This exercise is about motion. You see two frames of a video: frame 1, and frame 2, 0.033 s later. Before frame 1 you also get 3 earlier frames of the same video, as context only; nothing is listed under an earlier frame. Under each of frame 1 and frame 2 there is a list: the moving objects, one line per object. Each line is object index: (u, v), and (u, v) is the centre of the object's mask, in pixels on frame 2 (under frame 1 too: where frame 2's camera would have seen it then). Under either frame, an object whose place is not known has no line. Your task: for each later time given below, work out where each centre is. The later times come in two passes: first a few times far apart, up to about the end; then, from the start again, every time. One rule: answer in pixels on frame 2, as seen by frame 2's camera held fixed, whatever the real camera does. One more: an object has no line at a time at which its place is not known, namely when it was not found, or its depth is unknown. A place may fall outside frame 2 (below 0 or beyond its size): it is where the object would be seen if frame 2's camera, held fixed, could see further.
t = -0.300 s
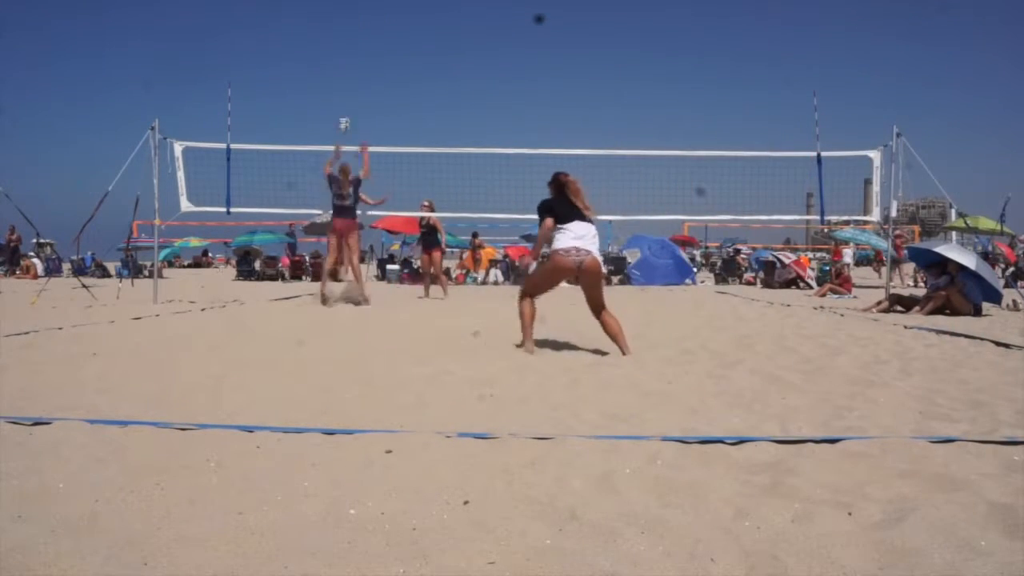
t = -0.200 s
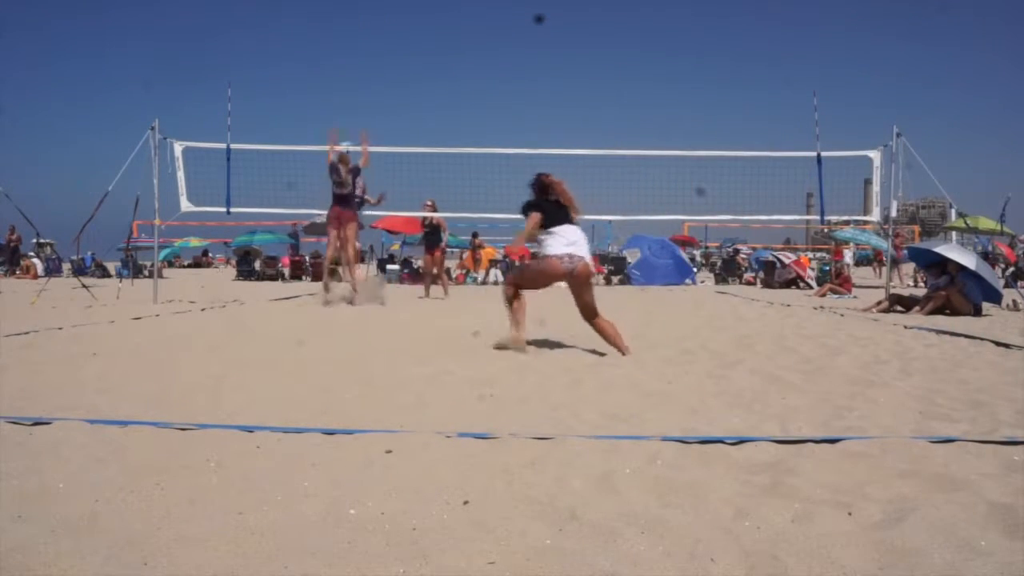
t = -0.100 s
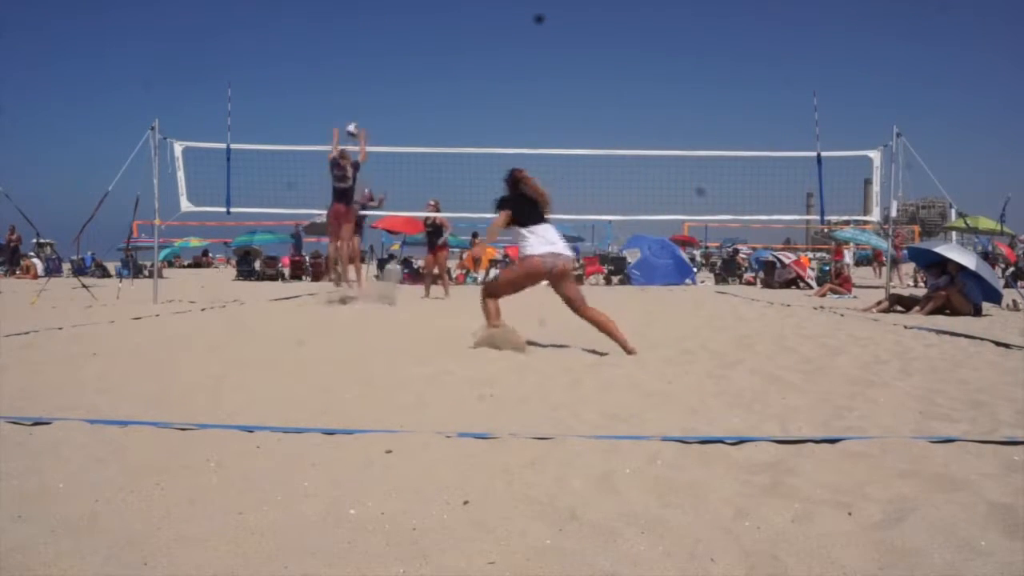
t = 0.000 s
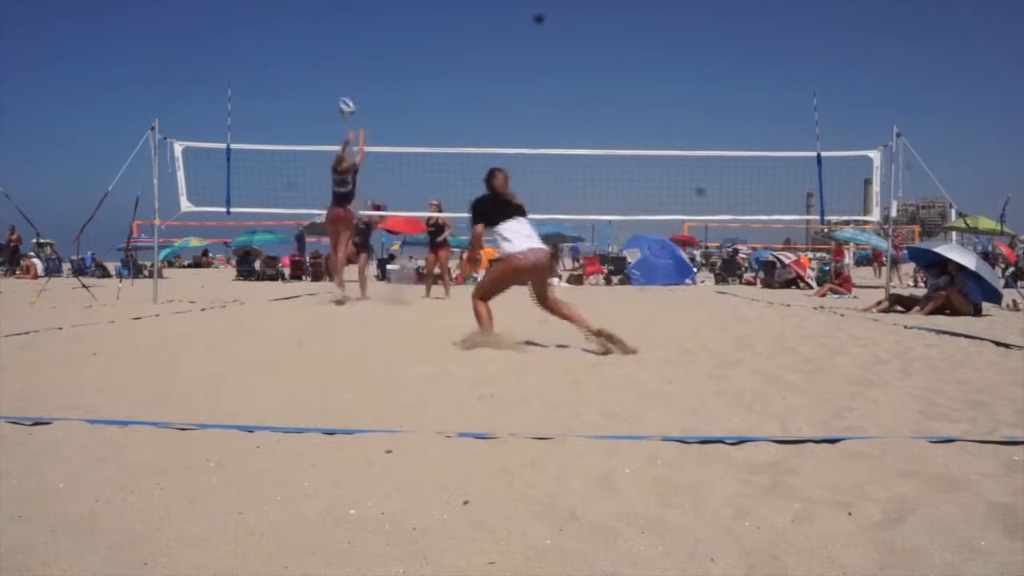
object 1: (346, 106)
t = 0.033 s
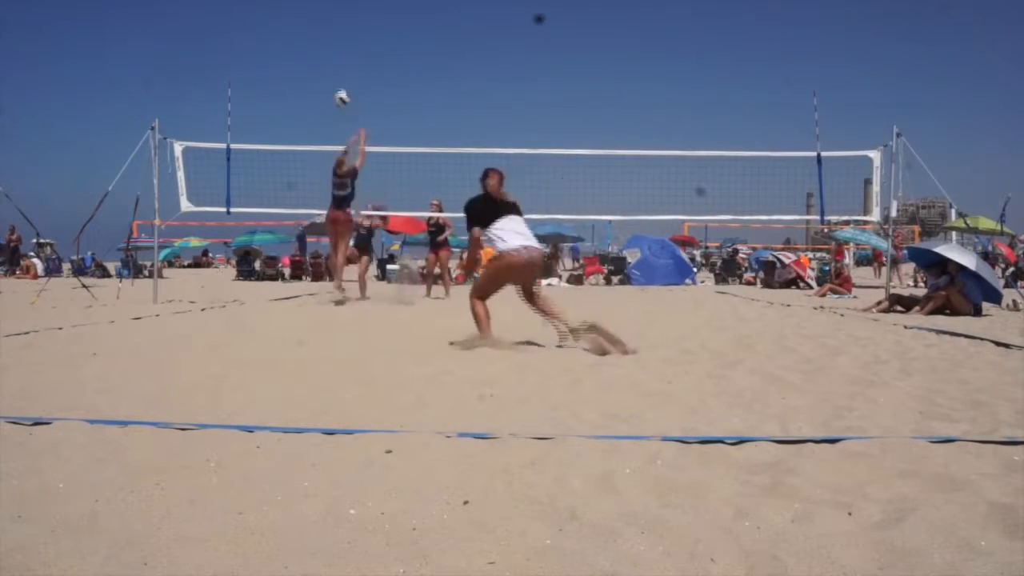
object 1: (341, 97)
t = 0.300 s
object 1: (302, 49)
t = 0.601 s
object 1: (250, 61)
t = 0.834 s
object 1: (204, 141)
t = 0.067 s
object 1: (336, 88)
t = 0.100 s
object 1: (331, 80)
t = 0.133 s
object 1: (327, 74)
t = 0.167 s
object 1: (322, 68)
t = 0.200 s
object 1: (317, 62)
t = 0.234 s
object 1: (313, 57)
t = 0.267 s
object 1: (306, 53)
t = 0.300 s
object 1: (302, 49)
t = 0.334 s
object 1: (296, 46)
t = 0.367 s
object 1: (291, 45)
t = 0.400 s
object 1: (285, 44)
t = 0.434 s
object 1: (280, 44)
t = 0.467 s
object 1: (273, 44)
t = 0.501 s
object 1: (268, 46)
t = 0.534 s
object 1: (262, 51)
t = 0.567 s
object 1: (256, 55)
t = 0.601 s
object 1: (250, 61)
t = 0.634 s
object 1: (244, 67)
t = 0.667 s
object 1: (236, 76)
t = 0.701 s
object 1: (231, 86)
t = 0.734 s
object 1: (224, 99)
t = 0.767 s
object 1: (217, 110)
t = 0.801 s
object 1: (211, 124)
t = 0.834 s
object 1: (204, 141)
